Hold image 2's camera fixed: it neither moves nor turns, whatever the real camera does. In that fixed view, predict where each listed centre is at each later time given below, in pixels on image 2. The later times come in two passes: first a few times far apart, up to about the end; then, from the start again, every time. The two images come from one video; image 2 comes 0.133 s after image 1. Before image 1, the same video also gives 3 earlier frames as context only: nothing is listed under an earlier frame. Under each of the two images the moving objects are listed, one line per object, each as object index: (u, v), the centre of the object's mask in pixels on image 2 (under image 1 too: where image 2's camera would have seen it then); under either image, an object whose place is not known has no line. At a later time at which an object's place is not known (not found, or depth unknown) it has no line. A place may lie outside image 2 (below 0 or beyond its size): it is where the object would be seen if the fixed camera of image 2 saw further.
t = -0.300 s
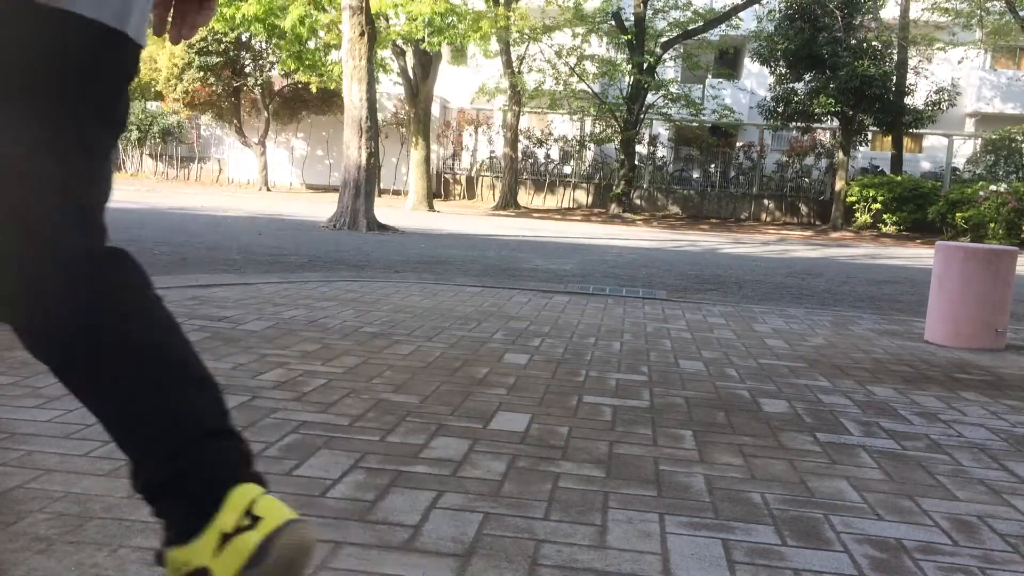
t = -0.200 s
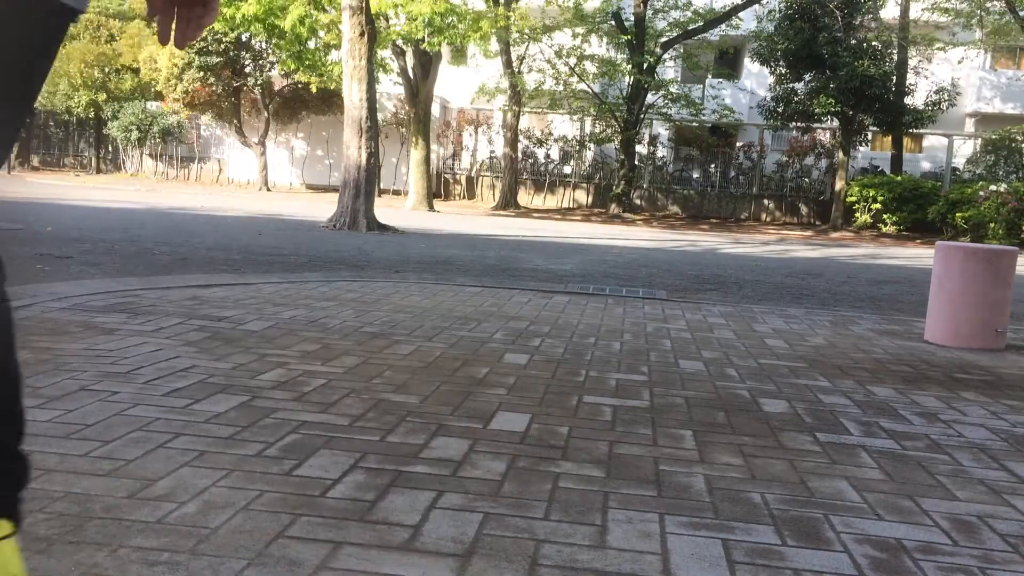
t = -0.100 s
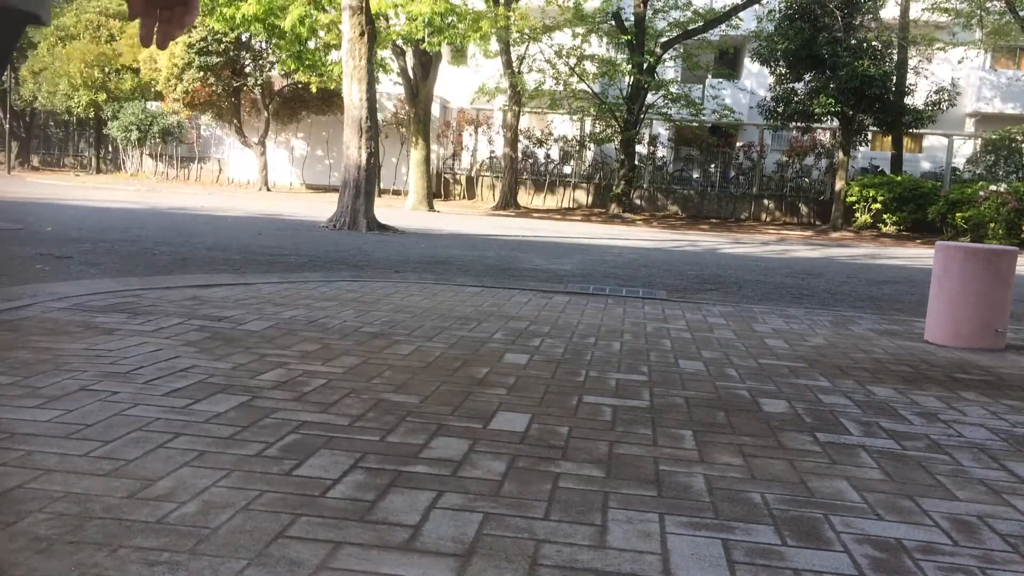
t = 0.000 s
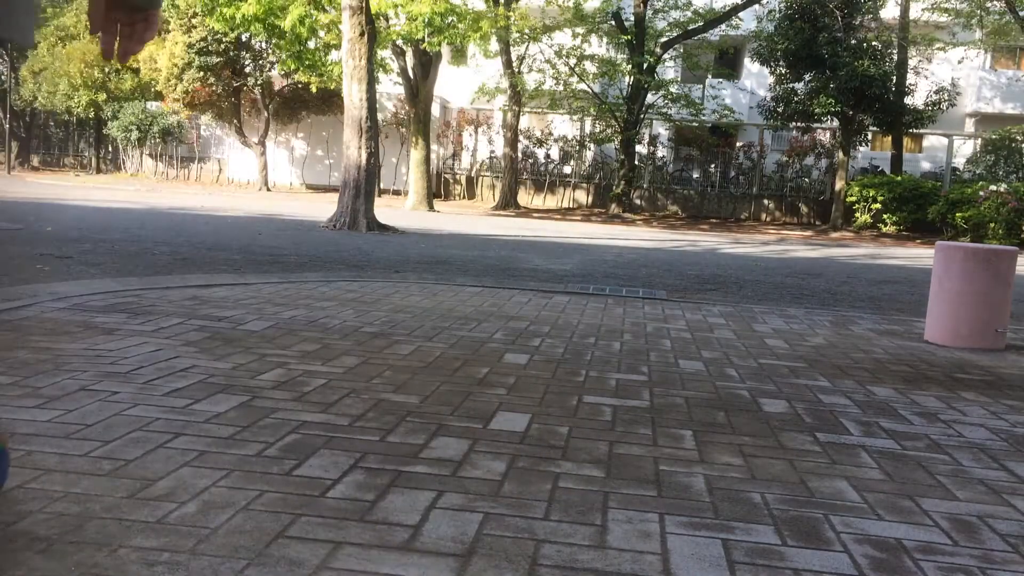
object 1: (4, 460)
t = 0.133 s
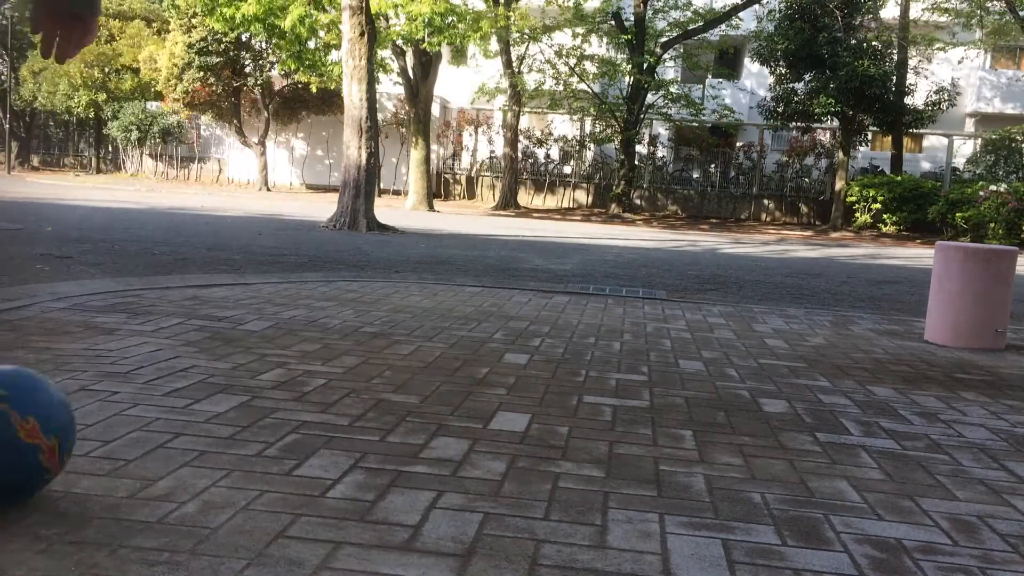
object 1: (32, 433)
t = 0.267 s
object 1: (54, 418)
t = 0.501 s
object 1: (113, 395)
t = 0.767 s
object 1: (173, 374)
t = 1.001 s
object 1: (212, 361)
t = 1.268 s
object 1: (253, 350)
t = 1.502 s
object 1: (282, 341)
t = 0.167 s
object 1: (37, 430)
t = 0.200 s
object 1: (42, 426)
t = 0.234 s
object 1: (48, 422)
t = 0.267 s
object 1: (54, 418)
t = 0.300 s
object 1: (60, 414)
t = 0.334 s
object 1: (67, 412)
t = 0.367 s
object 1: (77, 408)
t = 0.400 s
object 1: (86, 405)
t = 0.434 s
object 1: (95, 401)
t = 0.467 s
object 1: (104, 398)
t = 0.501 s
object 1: (113, 395)
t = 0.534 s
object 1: (121, 391)
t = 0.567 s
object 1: (130, 389)
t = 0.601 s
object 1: (138, 386)
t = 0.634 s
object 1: (146, 384)
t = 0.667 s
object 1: (153, 381)
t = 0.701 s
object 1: (160, 378)
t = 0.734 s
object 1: (166, 376)
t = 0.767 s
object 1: (173, 374)
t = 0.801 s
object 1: (179, 371)
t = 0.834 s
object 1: (185, 369)
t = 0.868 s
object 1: (190, 367)
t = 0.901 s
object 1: (196, 365)
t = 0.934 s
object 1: (201, 363)
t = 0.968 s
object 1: (207, 362)
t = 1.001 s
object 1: (212, 361)
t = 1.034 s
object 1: (217, 359)
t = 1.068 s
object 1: (222, 357)
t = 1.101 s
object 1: (228, 356)
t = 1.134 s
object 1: (233, 354)
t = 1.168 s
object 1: (238, 353)
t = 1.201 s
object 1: (243, 352)
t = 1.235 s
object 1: (248, 350)
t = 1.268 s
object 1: (253, 350)
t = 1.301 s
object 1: (257, 348)
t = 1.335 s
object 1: (262, 347)
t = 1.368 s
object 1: (266, 346)
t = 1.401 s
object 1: (270, 345)
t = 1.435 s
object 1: (274, 344)
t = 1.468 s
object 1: (278, 343)
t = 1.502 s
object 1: (282, 341)
